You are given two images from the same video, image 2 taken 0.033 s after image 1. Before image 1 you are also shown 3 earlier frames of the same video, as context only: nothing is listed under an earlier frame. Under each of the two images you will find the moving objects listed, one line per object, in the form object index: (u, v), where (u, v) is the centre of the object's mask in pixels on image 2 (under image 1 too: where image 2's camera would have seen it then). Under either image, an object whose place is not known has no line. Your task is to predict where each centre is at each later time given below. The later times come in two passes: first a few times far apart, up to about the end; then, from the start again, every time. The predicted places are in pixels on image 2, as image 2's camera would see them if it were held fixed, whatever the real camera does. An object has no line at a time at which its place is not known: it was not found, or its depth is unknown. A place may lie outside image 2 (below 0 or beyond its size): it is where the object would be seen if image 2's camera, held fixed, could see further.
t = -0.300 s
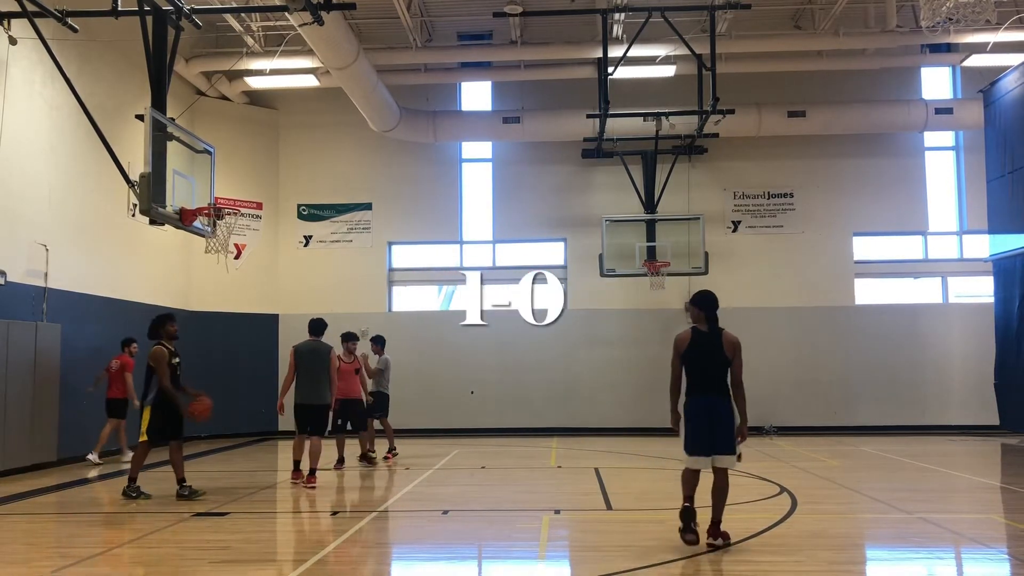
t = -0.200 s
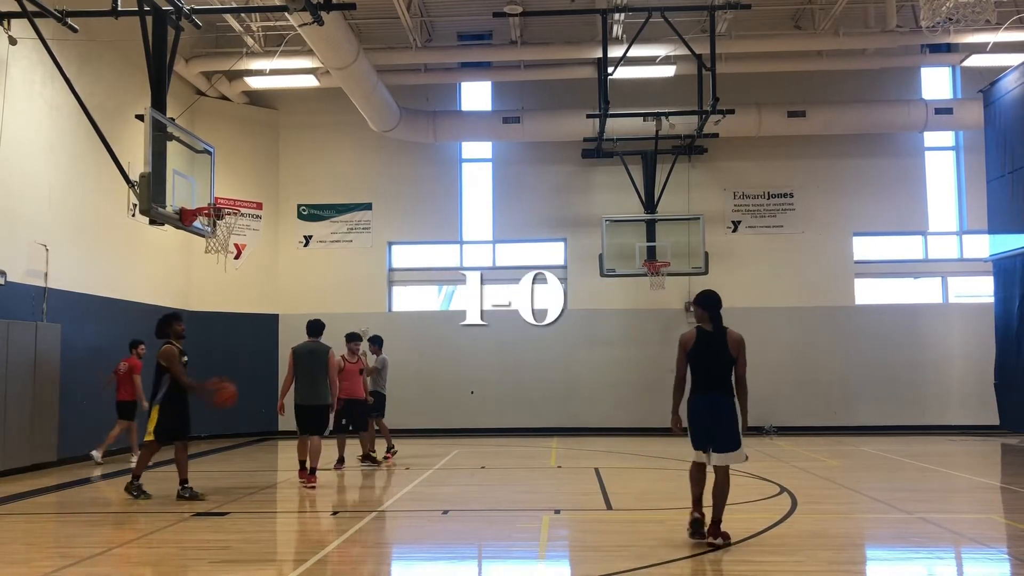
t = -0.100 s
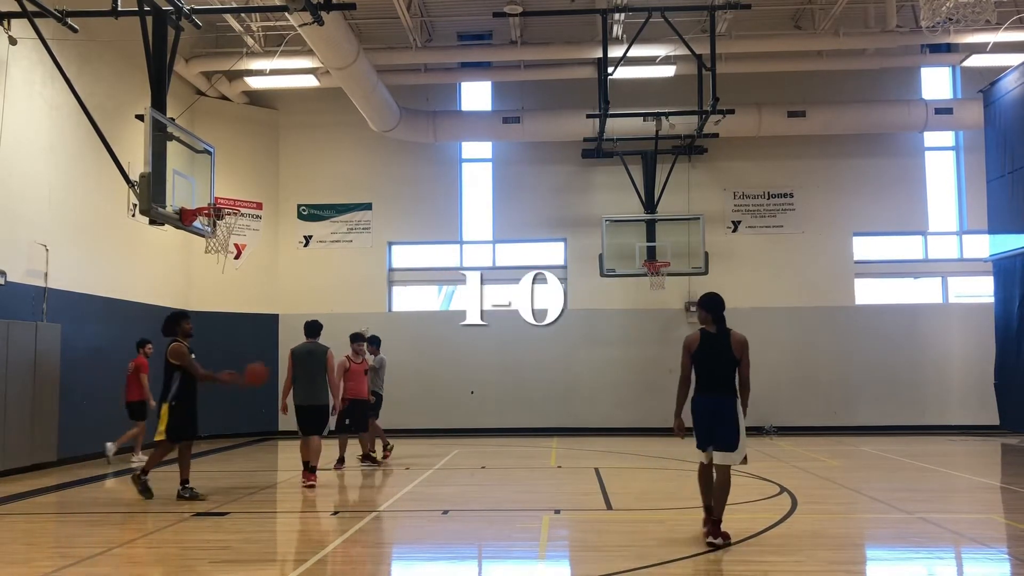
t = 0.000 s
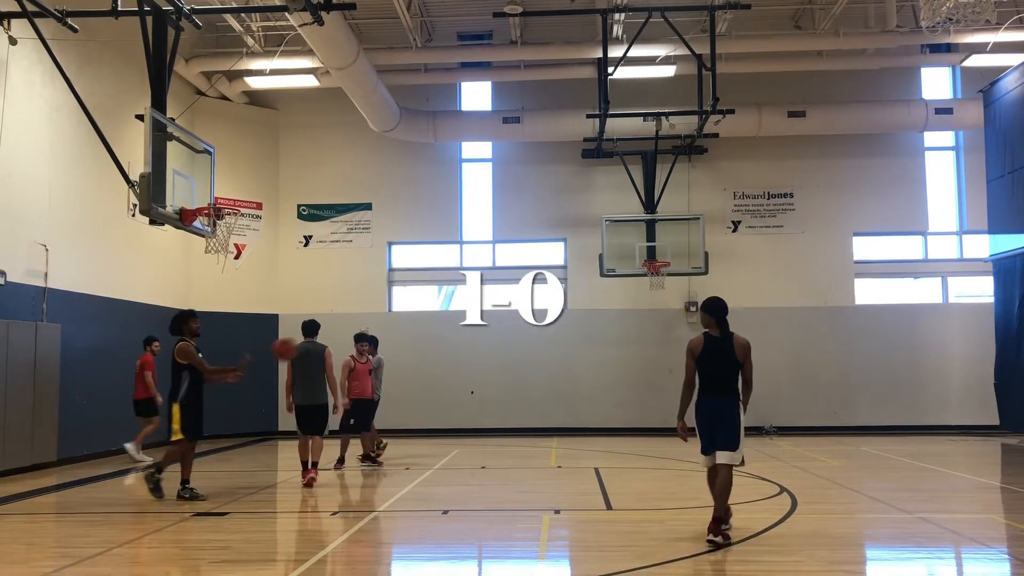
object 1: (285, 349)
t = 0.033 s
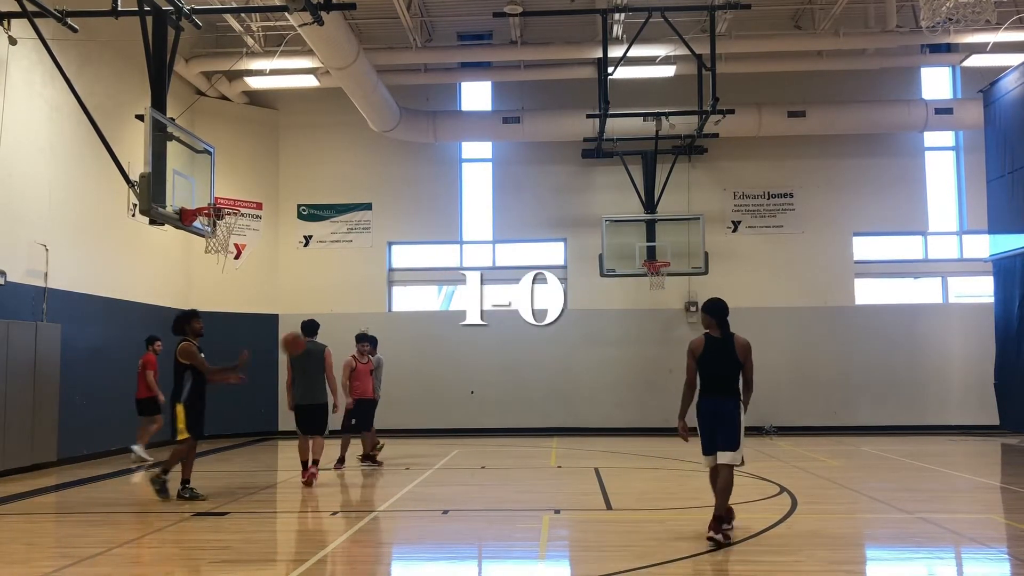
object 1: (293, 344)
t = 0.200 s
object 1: (342, 328)
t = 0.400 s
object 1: (398, 346)
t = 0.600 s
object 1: (455, 405)
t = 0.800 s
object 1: (511, 476)
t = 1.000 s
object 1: (553, 417)
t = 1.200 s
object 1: (595, 398)
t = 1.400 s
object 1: (638, 420)
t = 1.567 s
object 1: (675, 470)
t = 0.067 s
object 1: (303, 338)
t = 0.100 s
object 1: (313, 333)
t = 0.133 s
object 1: (323, 331)
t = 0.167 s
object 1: (332, 330)
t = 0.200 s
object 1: (342, 328)
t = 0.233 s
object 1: (351, 329)
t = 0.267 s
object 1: (360, 330)
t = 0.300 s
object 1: (370, 333)
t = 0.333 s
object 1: (381, 336)
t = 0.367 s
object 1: (390, 341)
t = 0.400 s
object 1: (398, 346)
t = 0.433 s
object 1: (408, 353)
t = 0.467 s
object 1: (417, 361)
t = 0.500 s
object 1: (427, 370)
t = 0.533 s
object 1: (436, 380)
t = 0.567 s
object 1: (446, 392)
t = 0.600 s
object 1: (455, 405)
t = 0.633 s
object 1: (465, 417)
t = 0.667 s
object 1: (475, 433)
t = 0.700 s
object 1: (484, 449)
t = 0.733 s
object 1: (494, 467)
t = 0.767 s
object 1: (504, 485)
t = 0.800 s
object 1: (511, 476)
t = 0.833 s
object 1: (518, 463)
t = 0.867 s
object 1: (525, 452)
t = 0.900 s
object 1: (532, 441)
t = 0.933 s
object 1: (539, 431)
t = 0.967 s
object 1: (545, 423)
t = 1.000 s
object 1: (553, 417)
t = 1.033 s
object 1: (559, 411)
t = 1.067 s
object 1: (567, 406)
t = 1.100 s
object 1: (573, 402)
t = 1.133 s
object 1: (581, 400)
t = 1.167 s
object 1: (588, 398)
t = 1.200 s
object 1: (595, 398)
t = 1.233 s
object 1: (602, 399)
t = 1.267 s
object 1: (609, 401)
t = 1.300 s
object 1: (616, 404)
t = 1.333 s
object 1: (623, 408)
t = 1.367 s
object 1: (631, 413)
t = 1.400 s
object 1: (638, 420)
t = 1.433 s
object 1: (645, 428)
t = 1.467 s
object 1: (653, 436)
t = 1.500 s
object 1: (660, 446)
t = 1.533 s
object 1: (667, 457)
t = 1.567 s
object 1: (675, 470)
